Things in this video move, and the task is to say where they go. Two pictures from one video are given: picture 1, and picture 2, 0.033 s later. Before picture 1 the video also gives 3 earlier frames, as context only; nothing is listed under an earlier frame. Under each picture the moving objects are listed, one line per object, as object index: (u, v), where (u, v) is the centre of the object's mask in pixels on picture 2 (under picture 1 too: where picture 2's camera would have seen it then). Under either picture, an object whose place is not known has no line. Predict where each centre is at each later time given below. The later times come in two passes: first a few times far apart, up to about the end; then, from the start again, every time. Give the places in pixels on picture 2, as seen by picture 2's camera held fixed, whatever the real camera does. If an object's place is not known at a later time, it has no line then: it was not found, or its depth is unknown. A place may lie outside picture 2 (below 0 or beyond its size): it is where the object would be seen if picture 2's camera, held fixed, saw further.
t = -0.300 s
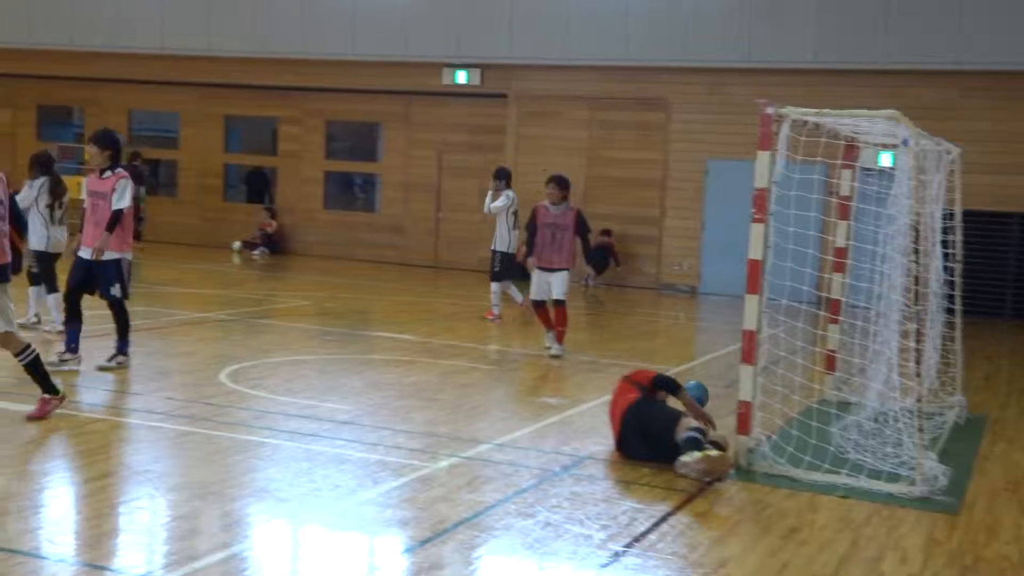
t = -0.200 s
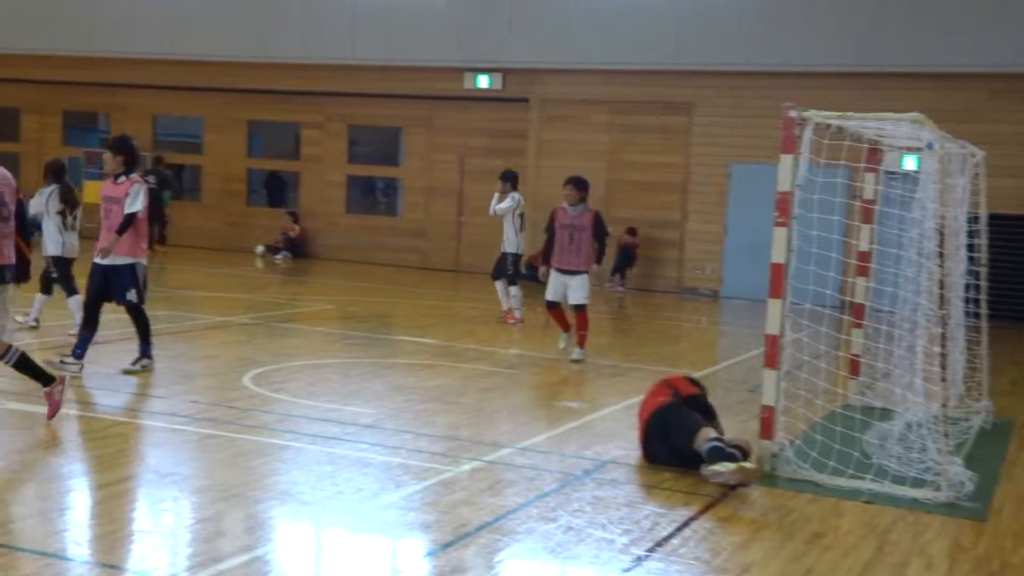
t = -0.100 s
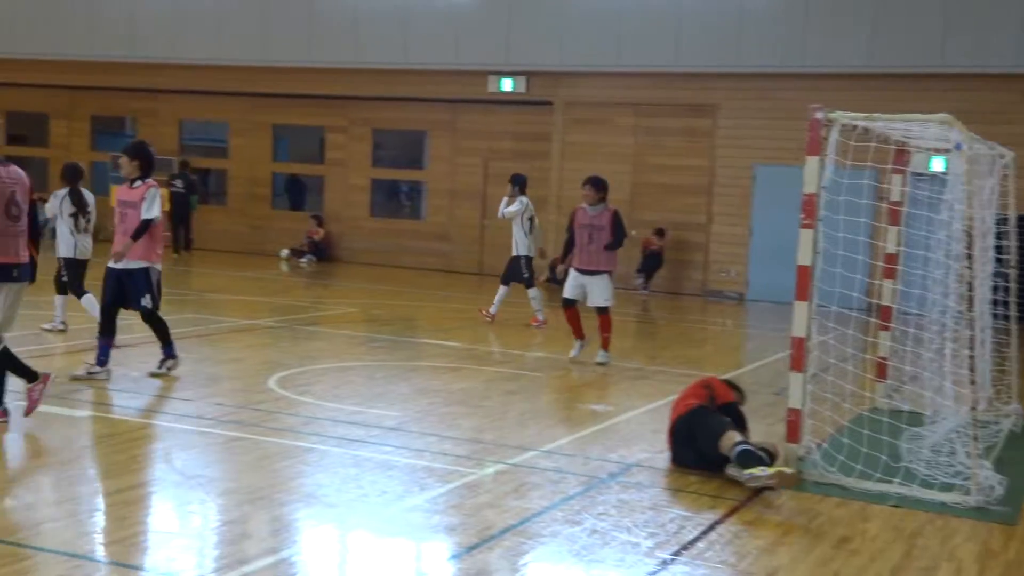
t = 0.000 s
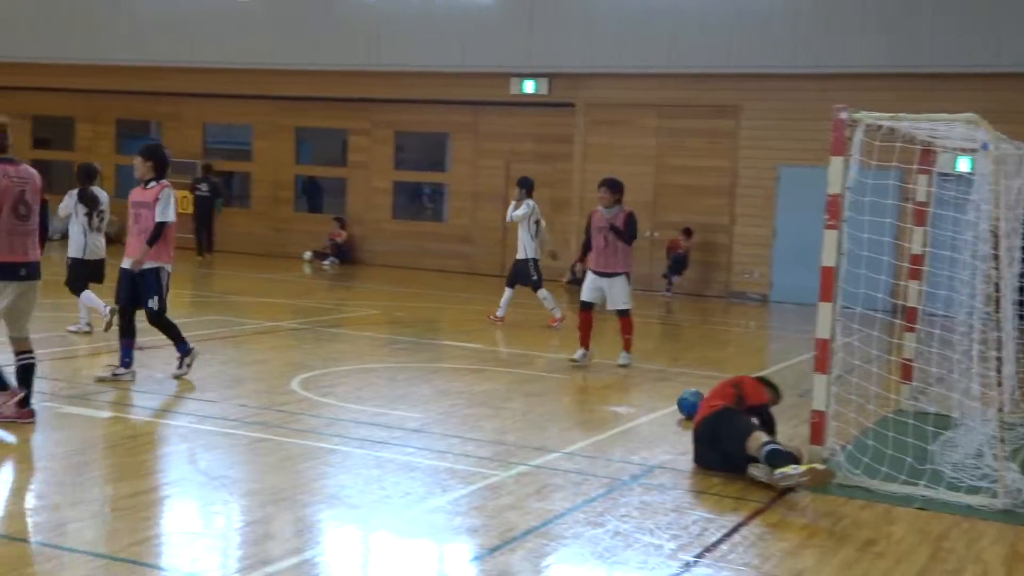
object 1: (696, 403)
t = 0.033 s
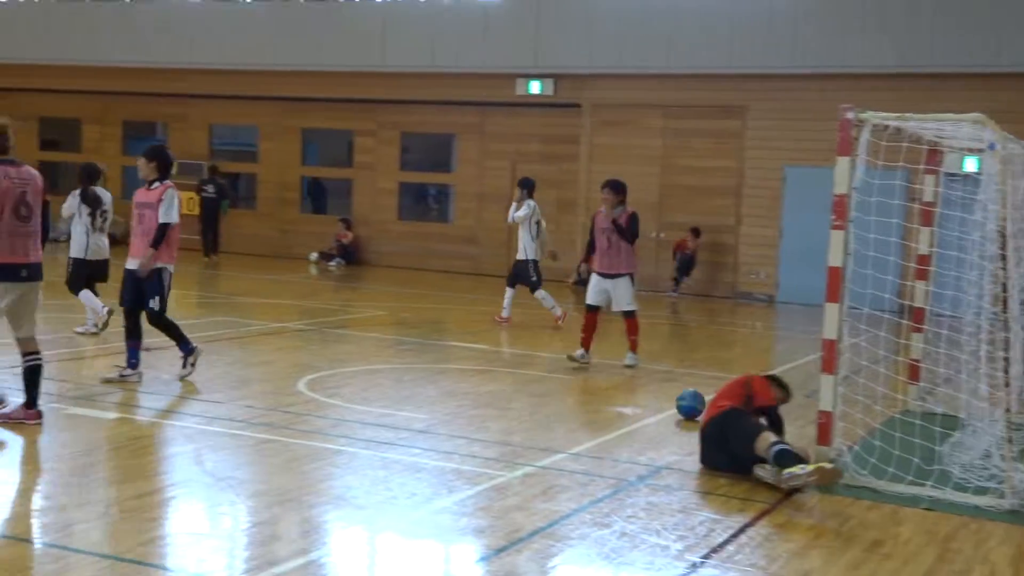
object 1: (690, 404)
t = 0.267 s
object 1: (634, 403)
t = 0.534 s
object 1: (572, 403)
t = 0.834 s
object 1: (502, 402)
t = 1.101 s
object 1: (440, 403)
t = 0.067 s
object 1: (683, 404)
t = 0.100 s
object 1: (675, 404)
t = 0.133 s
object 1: (666, 404)
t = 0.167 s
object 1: (658, 404)
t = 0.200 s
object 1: (650, 403)
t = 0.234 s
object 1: (642, 403)
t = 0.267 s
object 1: (634, 403)
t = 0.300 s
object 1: (626, 403)
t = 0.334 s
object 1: (618, 403)
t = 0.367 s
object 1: (611, 402)
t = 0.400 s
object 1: (603, 403)
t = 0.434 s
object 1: (595, 402)
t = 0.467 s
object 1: (587, 402)
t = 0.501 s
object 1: (580, 403)
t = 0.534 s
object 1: (572, 403)
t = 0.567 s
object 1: (563, 402)
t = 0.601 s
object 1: (555, 402)
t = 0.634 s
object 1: (547, 403)
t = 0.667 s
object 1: (538, 402)
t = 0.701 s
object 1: (532, 402)
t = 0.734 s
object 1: (524, 402)
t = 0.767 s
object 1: (517, 403)
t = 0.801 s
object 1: (509, 402)
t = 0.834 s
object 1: (502, 402)
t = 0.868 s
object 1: (494, 403)
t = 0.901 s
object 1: (486, 403)
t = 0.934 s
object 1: (478, 403)
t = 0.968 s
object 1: (470, 403)
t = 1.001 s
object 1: (462, 403)
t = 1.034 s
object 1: (455, 404)
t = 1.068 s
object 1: (447, 403)
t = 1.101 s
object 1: (440, 403)
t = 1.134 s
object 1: (432, 403)
